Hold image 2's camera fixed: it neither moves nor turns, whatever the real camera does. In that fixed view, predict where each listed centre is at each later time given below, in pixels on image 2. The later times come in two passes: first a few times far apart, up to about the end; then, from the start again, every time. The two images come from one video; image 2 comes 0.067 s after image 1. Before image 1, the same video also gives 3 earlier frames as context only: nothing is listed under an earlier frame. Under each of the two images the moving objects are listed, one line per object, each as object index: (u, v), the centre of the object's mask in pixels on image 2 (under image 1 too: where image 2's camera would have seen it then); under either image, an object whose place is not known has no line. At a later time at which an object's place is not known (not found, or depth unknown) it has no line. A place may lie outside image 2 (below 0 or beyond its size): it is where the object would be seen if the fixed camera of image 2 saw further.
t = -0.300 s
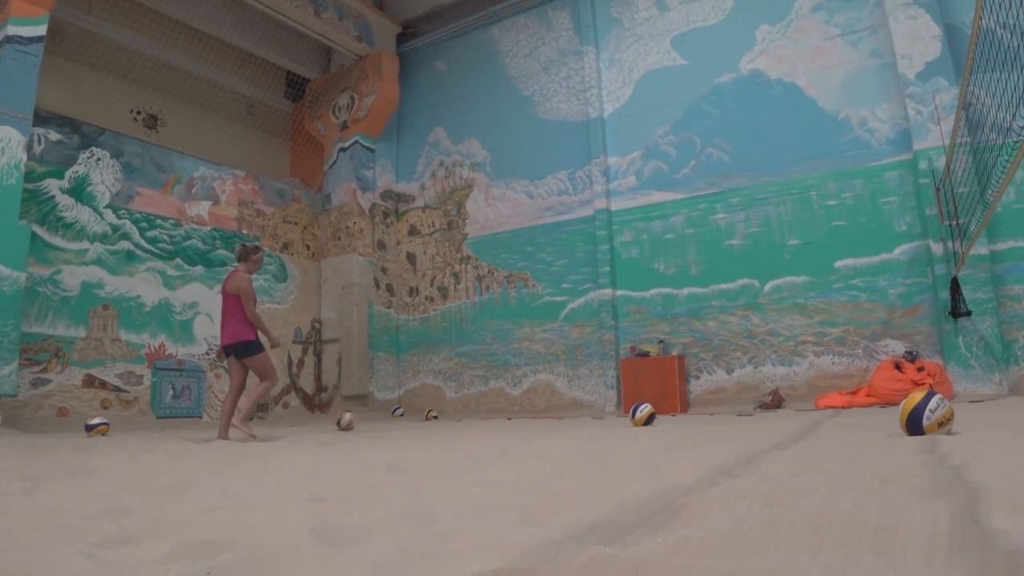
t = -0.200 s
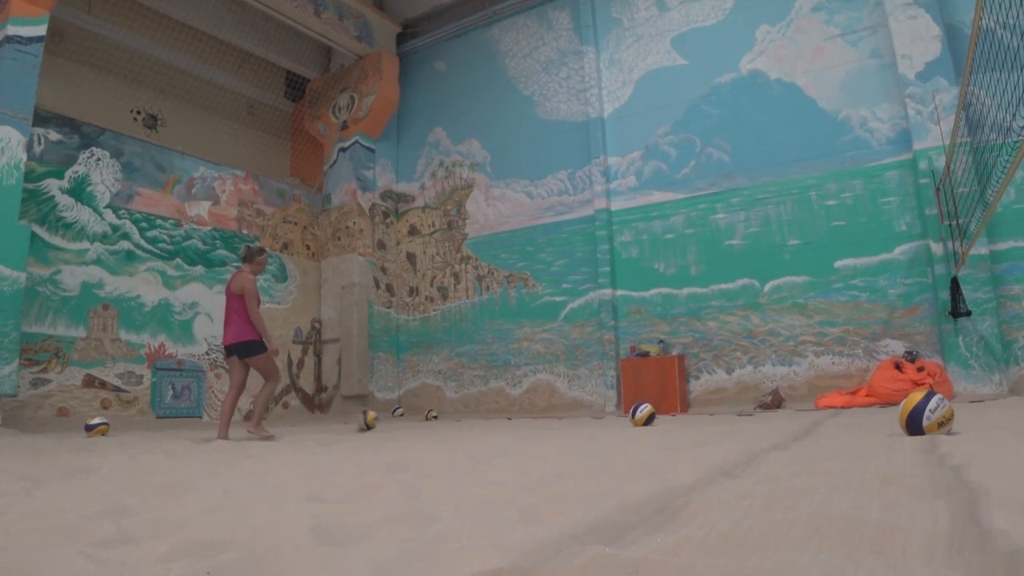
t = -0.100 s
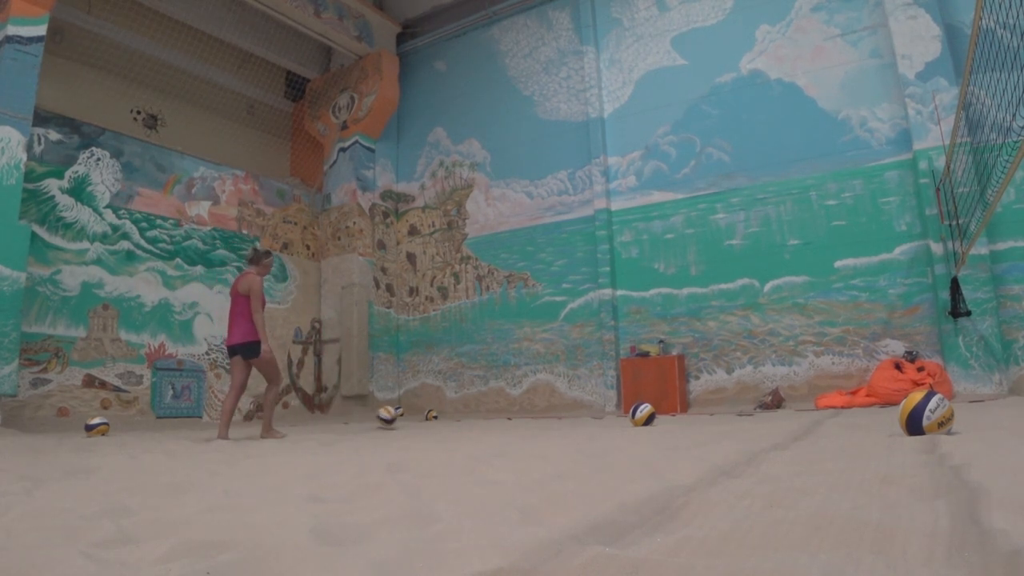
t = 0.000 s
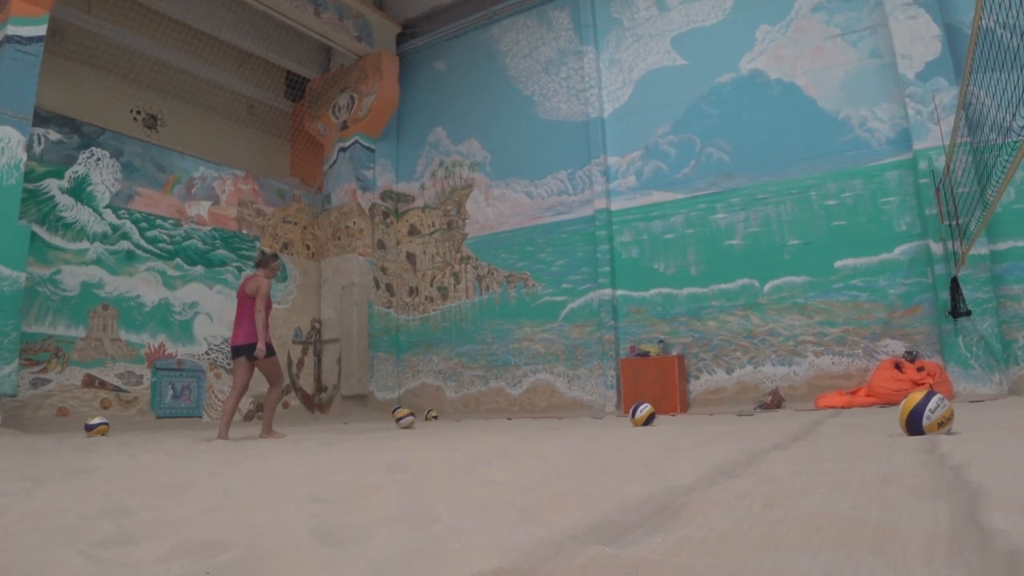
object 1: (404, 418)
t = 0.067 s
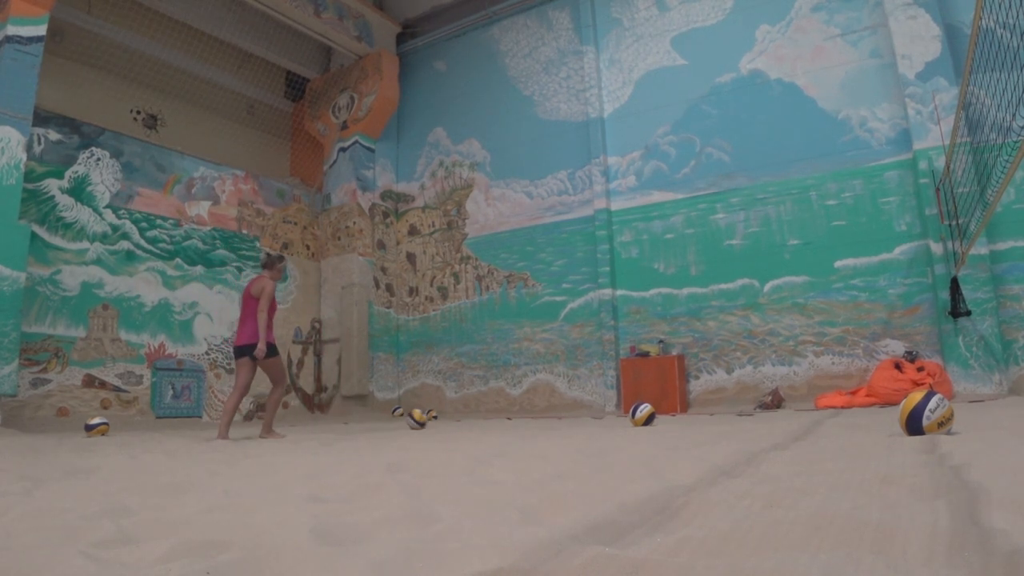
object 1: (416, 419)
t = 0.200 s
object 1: (436, 418)
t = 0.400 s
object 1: (466, 416)
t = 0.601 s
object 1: (490, 417)
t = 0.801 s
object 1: (505, 415)
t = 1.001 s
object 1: (517, 416)
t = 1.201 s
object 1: (526, 414)
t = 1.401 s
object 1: (530, 416)
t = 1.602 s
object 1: (532, 418)
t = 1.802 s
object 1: (532, 417)
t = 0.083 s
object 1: (419, 419)
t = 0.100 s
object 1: (422, 419)
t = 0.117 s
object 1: (426, 419)
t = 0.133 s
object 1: (428, 419)
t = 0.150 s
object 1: (430, 419)
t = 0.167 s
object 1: (433, 419)
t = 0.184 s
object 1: (435, 418)
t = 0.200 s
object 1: (436, 418)
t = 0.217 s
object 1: (439, 417)
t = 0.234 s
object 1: (442, 417)
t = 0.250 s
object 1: (446, 417)
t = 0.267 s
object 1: (449, 418)
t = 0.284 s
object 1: (452, 418)
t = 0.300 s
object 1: (454, 418)
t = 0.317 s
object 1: (455, 418)
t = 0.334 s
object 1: (458, 418)
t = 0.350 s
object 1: (460, 417)
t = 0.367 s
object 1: (462, 417)
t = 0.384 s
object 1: (464, 416)
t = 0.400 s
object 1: (466, 416)
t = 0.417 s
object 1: (468, 416)
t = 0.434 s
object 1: (471, 416)
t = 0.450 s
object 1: (473, 416)
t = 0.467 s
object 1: (475, 416)
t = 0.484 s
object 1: (477, 415)
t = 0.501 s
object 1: (479, 416)
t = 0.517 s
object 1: (480, 416)
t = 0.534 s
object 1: (482, 416)
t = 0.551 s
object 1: (484, 417)
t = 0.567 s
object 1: (486, 417)
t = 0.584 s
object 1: (488, 417)
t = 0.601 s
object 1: (490, 417)
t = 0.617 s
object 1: (491, 417)
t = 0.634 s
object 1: (493, 417)
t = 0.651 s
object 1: (494, 417)
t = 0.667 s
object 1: (496, 417)
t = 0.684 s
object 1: (498, 416)
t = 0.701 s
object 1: (498, 416)
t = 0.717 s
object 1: (499, 416)
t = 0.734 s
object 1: (501, 416)
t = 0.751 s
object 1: (502, 415)
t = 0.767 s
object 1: (503, 415)
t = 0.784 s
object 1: (504, 415)
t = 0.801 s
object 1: (505, 415)
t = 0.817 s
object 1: (506, 415)
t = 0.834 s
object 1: (507, 415)
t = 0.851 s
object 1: (508, 415)
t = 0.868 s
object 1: (509, 415)
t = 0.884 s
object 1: (510, 416)
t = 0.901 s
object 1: (511, 416)
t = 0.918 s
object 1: (512, 417)
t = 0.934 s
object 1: (513, 417)
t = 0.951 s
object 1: (514, 417)
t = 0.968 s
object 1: (515, 417)
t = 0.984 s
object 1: (516, 416)
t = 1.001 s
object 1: (517, 416)
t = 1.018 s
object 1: (518, 416)
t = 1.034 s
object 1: (518, 416)
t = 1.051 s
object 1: (519, 416)
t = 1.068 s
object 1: (520, 415)
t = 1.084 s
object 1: (521, 415)
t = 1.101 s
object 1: (522, 415)
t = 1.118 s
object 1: (523, 415)
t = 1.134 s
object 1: (523, 414)
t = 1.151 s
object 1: (524, 414)
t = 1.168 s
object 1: (524, 414)
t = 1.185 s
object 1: (525, 414)
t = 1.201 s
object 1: (526, 414)
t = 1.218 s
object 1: (526, 415)
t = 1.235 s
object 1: (527, 414)
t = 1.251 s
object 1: (527, 415)
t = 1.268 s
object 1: (528, 415)
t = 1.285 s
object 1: (528, 414)
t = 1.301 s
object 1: (528, 414)
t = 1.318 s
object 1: (529, 414)
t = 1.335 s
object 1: (529, 415)
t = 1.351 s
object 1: (529, 415)
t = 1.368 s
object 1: (530, 415)
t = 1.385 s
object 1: (530, 416)
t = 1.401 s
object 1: (530, 416)
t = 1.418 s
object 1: (530, 416)
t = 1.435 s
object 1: (530, 416)
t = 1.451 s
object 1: (530, 416)
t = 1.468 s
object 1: (531, 417)
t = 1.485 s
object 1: (531, 417)
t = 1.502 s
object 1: (531, 417)
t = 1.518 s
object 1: (531, 417)
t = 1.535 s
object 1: (531, 417)
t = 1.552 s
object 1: (531, 417)
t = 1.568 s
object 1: (532, 418)
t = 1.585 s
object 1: (532, 418)
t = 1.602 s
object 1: (532, 418)
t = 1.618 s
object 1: (532, 418)
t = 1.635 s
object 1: (532, 418)
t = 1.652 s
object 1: (532, 418)
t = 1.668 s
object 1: (532, 418)
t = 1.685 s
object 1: (532, 418)
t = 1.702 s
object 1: (532, 418)
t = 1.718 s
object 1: (532, 418)
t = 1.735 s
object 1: (532, 418)
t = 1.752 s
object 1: (532, 418)
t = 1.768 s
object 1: (532, 418)
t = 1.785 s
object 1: (532, 418)
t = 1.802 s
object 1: (532, 417)
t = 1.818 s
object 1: (532, 417)
